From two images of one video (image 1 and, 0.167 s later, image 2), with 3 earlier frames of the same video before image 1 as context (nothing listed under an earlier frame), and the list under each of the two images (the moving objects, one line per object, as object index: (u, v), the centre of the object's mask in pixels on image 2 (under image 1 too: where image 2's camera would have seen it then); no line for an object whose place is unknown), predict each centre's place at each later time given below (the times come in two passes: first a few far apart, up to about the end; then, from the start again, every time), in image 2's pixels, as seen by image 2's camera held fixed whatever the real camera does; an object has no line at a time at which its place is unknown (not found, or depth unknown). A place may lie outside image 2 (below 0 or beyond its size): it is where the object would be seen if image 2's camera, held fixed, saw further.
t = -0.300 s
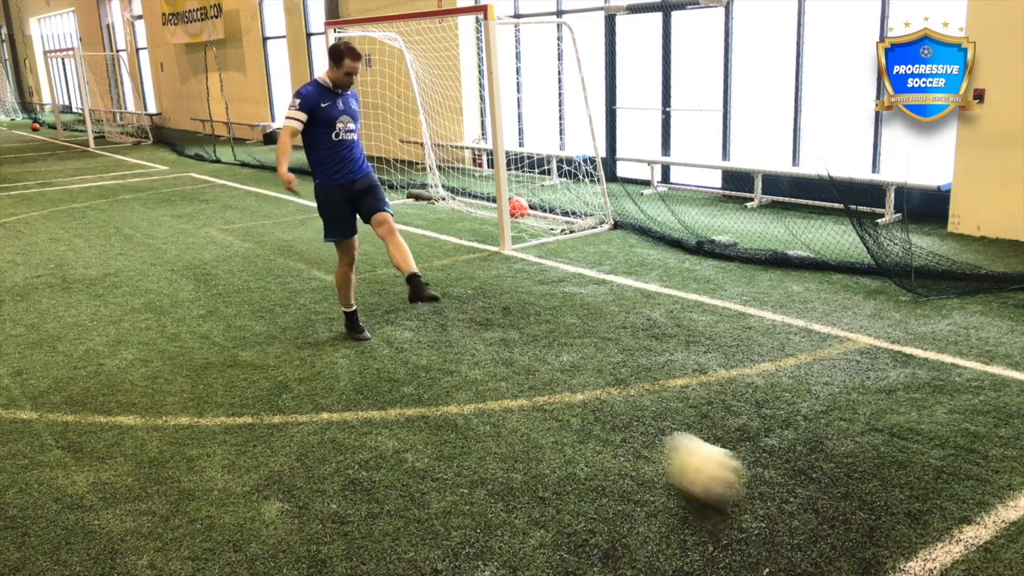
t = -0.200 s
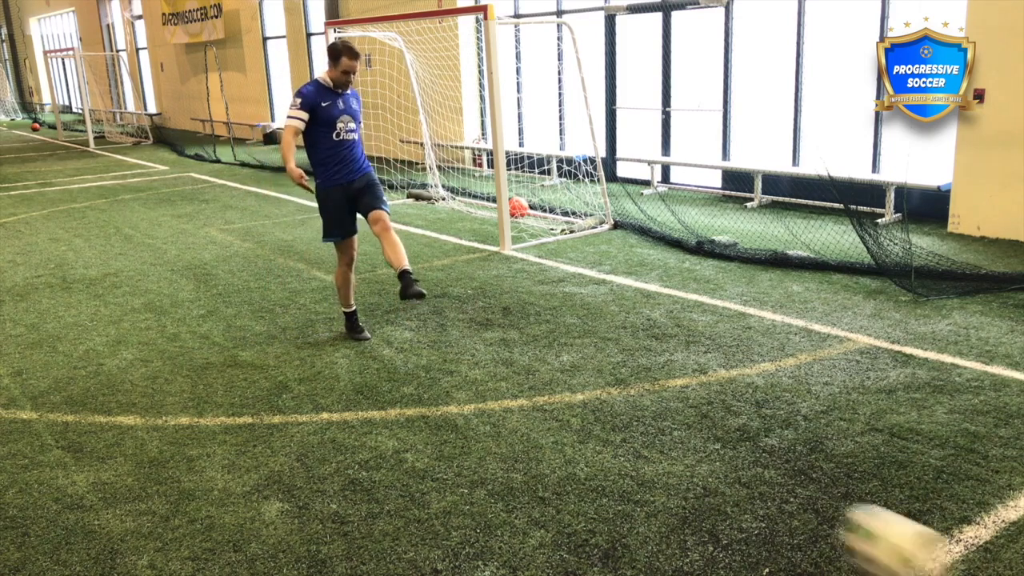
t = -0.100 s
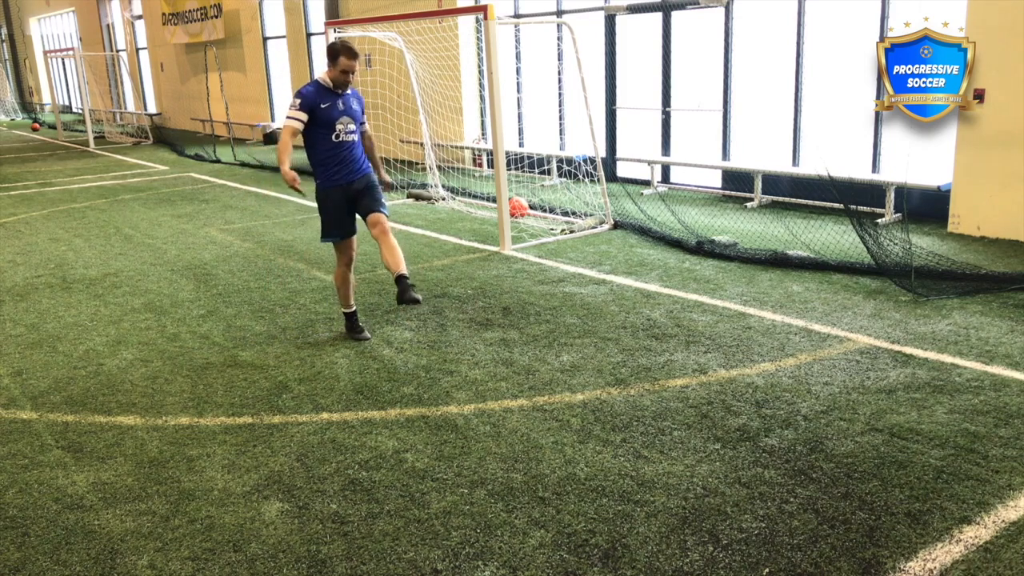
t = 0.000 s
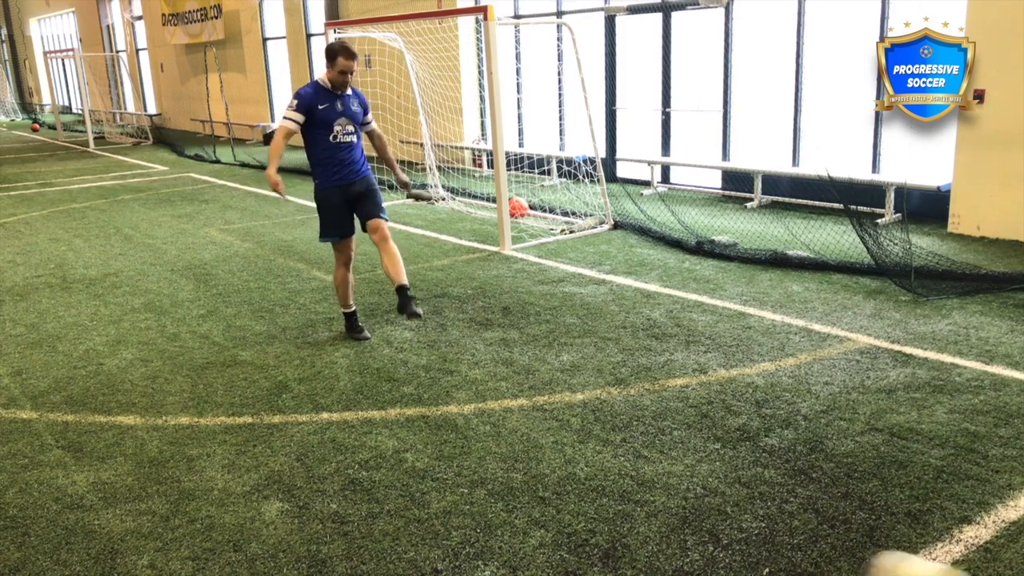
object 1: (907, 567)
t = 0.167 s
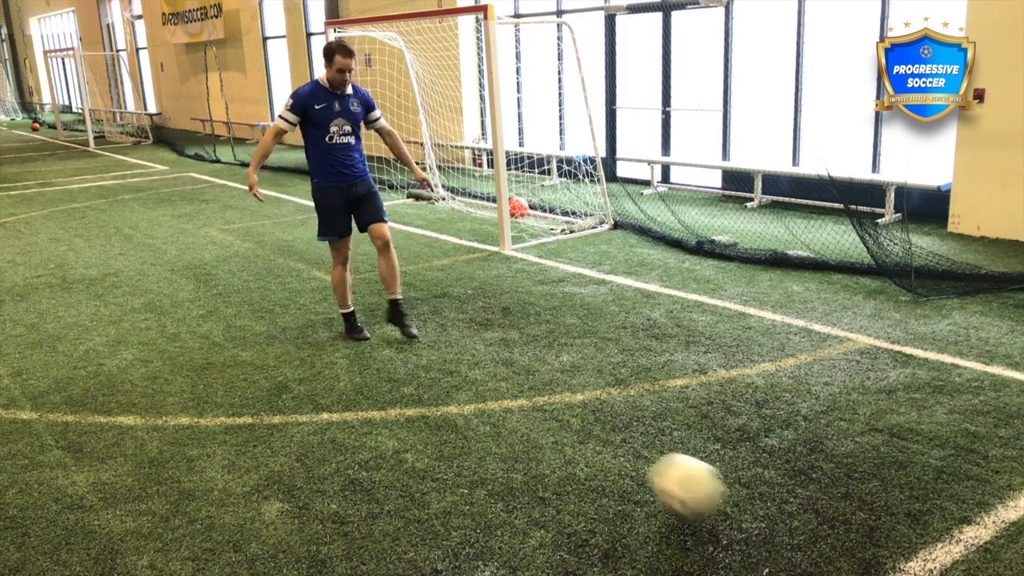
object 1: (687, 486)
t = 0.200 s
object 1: (654, 472)
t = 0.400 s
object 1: (521, 411)
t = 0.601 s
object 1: (434, 376)
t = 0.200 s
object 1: (654, 472)
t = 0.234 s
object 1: (623, 463)
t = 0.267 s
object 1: (595, 457)
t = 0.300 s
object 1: (574, 445)
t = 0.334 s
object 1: (556, 430)
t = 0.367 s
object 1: (537, 421)
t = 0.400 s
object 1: (521, 411)
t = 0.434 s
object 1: (505, 405)
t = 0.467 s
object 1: (489, 404)
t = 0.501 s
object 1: (475, 399)
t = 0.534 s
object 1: (460, 389)
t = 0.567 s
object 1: (446, 382)
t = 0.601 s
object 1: (434, 376)
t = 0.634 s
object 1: (421, 373)
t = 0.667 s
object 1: (409, 369)
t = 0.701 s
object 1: (399, 362)
